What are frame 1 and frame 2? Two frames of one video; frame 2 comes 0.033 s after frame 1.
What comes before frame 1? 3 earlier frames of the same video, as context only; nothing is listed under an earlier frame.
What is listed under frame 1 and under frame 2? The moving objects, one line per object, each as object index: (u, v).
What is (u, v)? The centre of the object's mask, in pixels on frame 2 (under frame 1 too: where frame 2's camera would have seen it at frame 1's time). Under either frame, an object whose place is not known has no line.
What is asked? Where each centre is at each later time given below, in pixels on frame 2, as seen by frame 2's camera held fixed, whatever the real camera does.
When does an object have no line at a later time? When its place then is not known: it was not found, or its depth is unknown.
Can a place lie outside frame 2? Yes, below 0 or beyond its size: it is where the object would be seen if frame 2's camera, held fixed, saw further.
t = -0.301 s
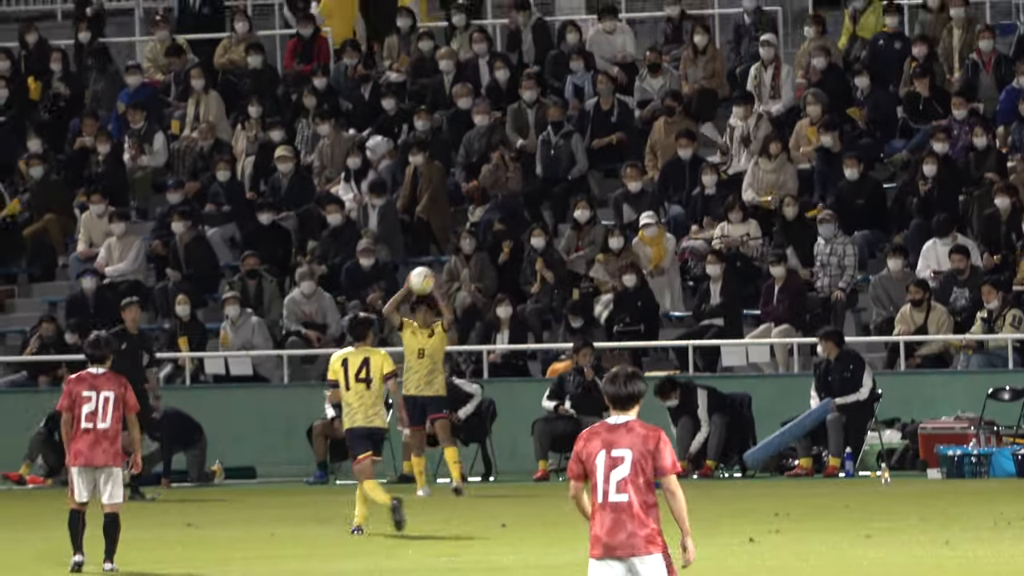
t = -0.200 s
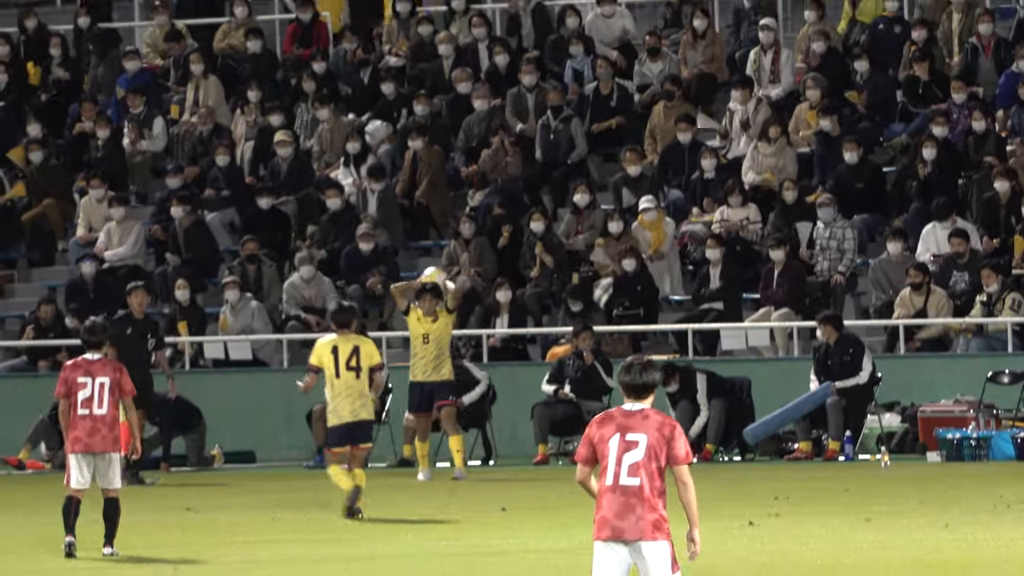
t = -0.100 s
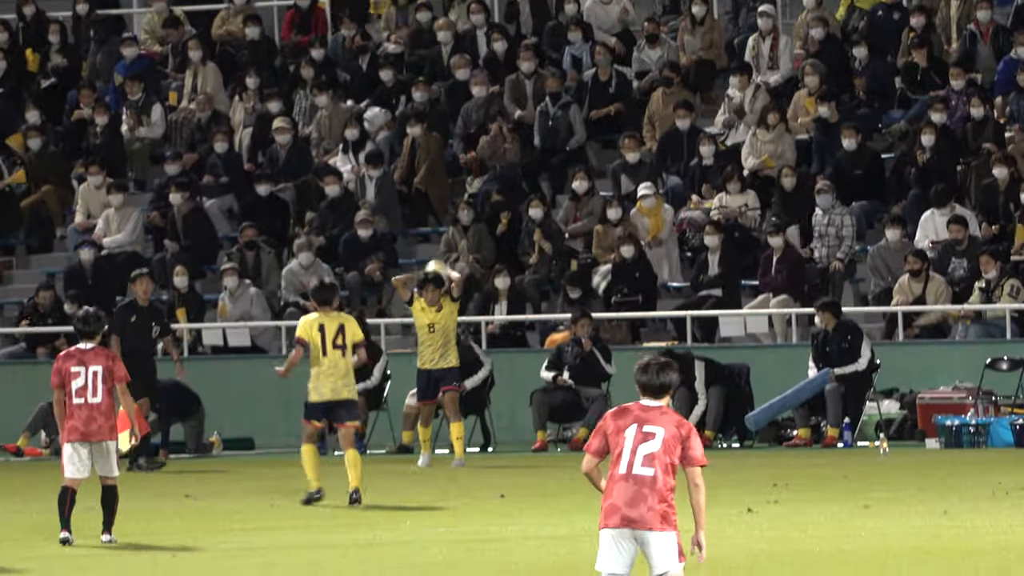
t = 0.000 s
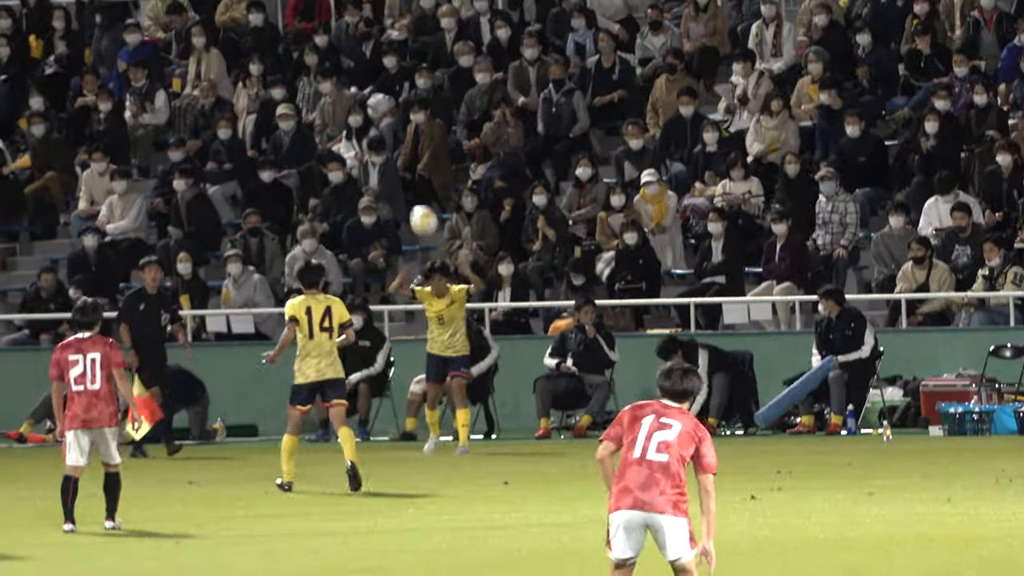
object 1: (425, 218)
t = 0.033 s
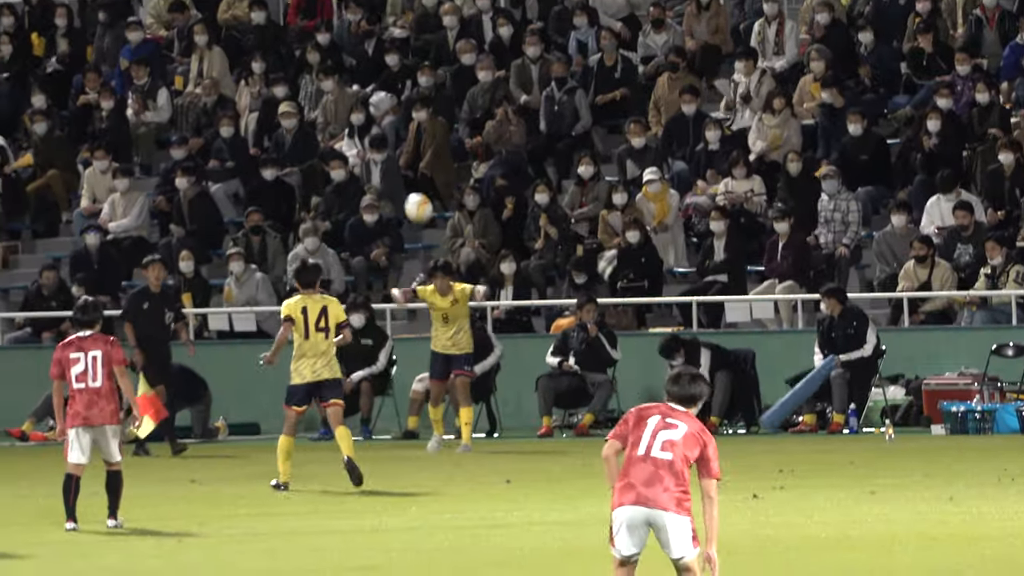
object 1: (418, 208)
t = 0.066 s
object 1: (411, 198)
